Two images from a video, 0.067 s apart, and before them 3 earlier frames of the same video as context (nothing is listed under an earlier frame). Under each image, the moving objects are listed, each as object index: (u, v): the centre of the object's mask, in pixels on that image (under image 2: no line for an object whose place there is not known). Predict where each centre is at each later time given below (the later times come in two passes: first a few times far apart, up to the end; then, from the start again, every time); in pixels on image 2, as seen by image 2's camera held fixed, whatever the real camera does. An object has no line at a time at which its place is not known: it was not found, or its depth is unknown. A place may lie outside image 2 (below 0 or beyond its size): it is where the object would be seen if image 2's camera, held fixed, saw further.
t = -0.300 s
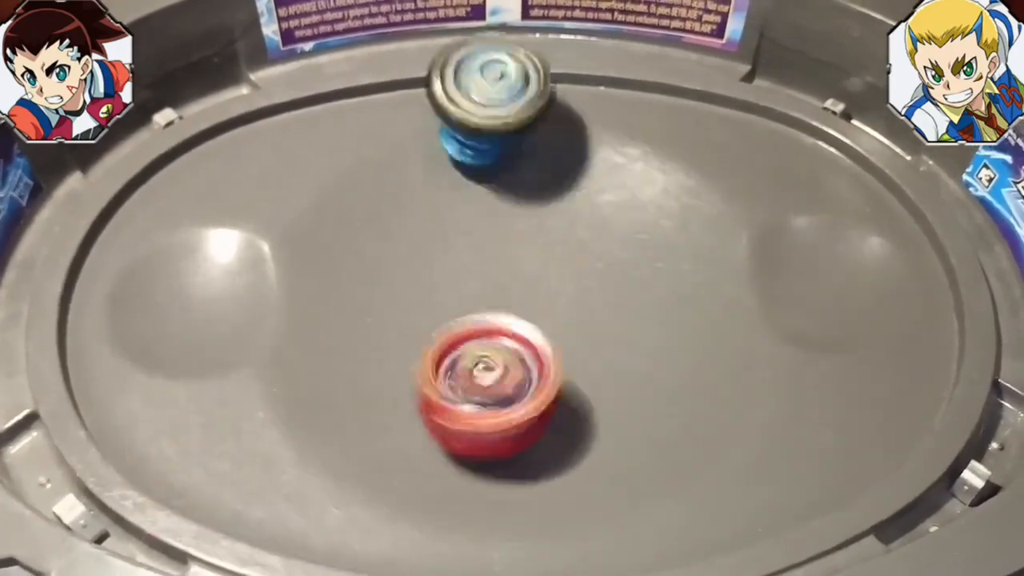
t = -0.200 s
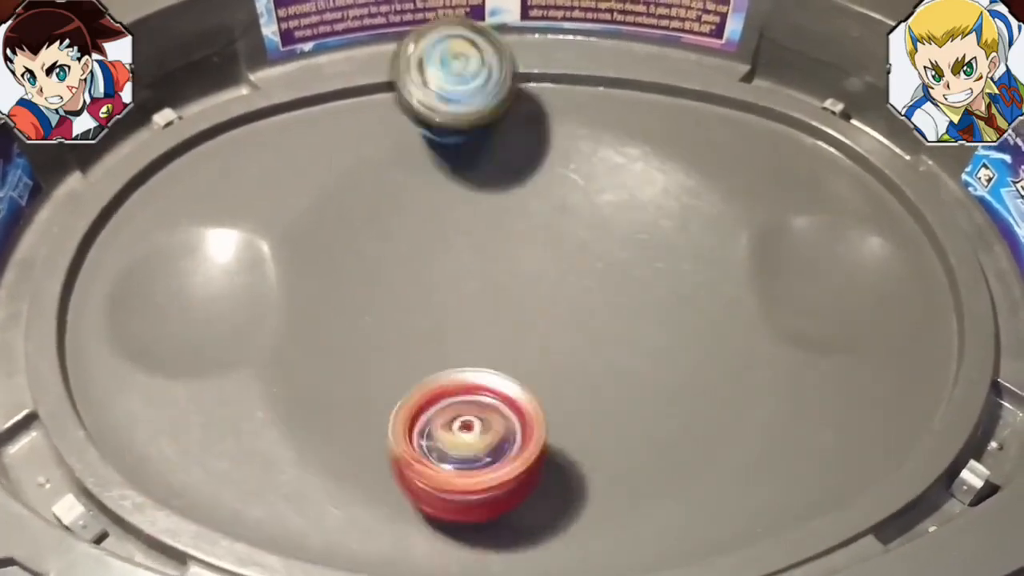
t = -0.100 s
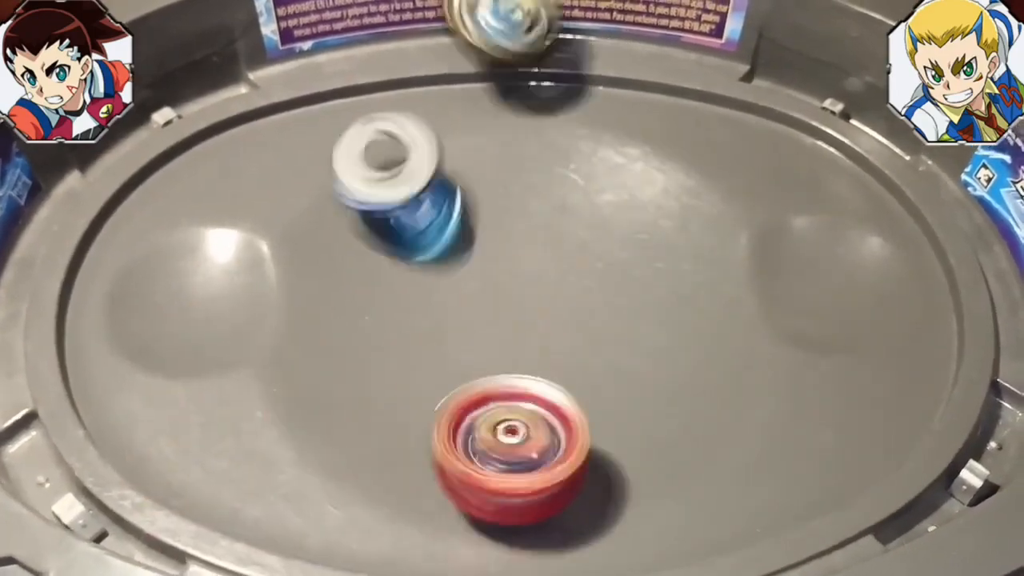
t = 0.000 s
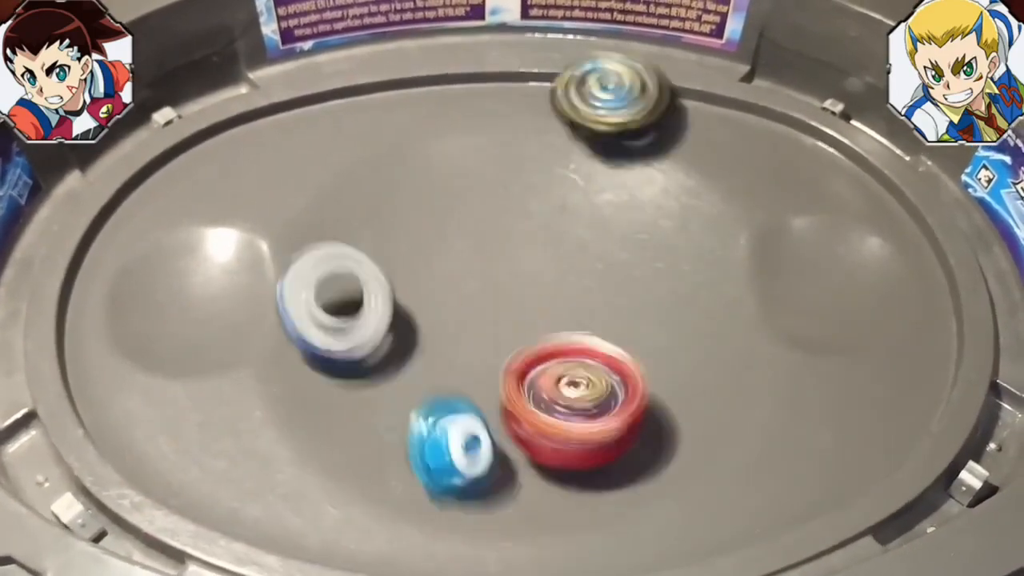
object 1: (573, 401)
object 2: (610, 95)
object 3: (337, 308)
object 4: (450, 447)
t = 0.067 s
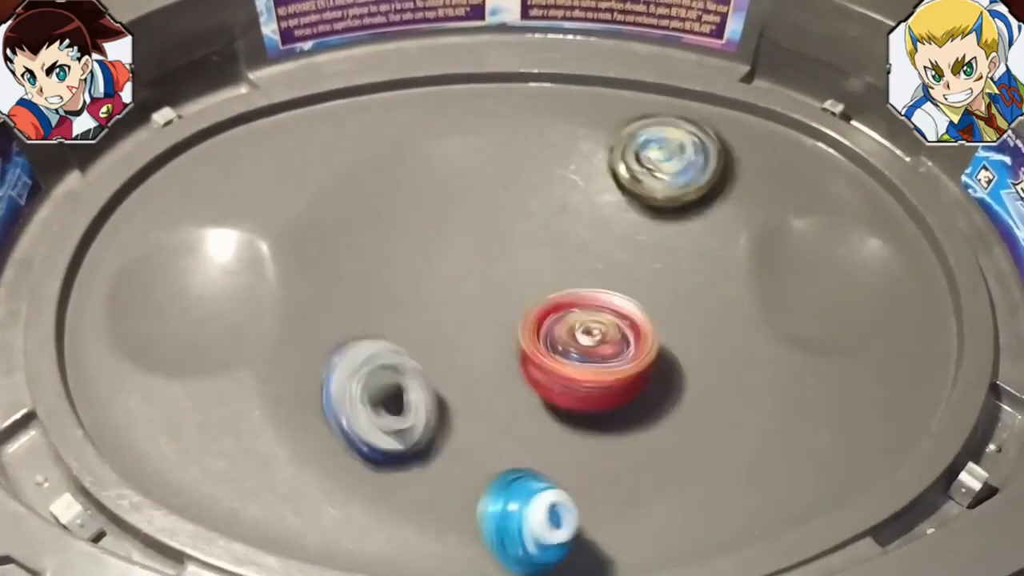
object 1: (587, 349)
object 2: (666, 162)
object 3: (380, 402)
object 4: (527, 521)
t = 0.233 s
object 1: (503, 207)
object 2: (731, 336)
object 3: (609, 409)
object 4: (705, 427)
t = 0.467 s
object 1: (328, 202)
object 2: (609, 469)
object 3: (475, 99)
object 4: (883, 279)
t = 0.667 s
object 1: (385, 373)
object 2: (464, 326)
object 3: (279, 200)
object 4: (709, 217)
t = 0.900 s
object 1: (657, 307)
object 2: (493, 202)
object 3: (162, 374)
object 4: (507, 367)
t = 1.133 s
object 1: (536, 104)
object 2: (504, 249)
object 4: (471, 403)
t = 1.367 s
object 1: (318, 248)
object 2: (509, 277)
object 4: (501, 351)
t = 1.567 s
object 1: (563, 433)
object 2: (519, 275)
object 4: (523, 341)
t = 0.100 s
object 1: (581, 318)
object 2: (694, 188)
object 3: (425, 421)
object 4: (569, 516)
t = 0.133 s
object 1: (569, 285)
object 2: (714, 227)
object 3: (476, 445)
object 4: (609, 523)
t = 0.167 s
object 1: (549, 255)
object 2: (725, 265)
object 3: (530, 438)
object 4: (643, 496)
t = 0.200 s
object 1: (526, 228)
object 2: (729, 301)
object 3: (578, 436)
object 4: (672, 456)
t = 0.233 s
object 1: (503, 207)
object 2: (731, 336)
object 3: (609, 409)
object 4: (705, 427)
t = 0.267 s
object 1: (475, 188)
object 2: (711, 364)
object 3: (616, 370)
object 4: (775, 381)
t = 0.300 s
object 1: (446, 174)
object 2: (727, 399)
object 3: (609, 330)
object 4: (822, 358)
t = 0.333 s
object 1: (417, 167)
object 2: (720, 421)
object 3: (592, 281)
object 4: (875, 344)
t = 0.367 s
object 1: (390, 166)
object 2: (701, 440)
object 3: (569, 231)
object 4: (911, 344)
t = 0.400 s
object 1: (367, 172)
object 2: (678, 454)
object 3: (536, 191)
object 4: (915, 335)
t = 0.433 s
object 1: (346, 183)
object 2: (648, 467)
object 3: (508, 135)
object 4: (909, 299)
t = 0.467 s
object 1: (328, 202)
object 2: (609, 469)
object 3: (475, 99)
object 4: (883, 279)
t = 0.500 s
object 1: (315, 227)
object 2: (566, 462)
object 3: (445, 85)
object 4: (850, 257)
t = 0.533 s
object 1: (308, 256)
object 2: (526, 448)
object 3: (410, 108)
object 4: (817, 229)
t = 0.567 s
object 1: (311, 285)
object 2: (489, 428)
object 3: (384, 124)
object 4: (786, 218)
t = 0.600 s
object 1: (324, 319)
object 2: (458, 401)
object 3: (351, 146)
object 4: (760, 211)
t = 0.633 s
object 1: (351, 351)
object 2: (455, 373)
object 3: (313, 176)
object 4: (738, 212)
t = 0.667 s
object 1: (385, 373)
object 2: (464, 326)
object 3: (279, 200)
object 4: (709, 217)
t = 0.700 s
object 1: (423, 403)
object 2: (452, 304)
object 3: (250, 243)
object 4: (673, 228)
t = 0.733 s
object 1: (471, 414)
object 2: (463, 288)
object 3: (214, 287)
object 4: (631, 243)
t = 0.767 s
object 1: (518, 412)
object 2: (480, 264)
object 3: (183, 327)
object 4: (590, 259)
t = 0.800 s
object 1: (565, 398)
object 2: (486, 238)
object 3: (158, 349)
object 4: (563, 278)
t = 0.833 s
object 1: (608, 377)
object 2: (488, 218)
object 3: (140, 364)
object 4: (541, 305)
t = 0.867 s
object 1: (637, 346)
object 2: (490, 205)
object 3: (137, 373)
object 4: (525, 342)
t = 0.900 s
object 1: (657, 307)
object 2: (493, 202)
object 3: (162, 374)
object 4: (507, 367)
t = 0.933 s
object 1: (667, 274)
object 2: (494, 203)
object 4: (491, 389)
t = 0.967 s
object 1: (666, 233)
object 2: (495, 208)
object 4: (479, 403)
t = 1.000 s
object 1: (654, 197)
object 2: (496, 214)
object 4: (472, 411)
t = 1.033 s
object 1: (636, 166)
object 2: (498, 222)
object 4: (471, 415)
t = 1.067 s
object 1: (608, 138)
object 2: (500, 230)
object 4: (473, 415)
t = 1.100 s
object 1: (575, 117)
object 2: (502, 239)
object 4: (472, 410)
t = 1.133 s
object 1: (536, 104)
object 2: (504, 249)
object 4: (471, 403)
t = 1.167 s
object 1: (494, 97)
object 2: (505, 258)
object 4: (475, 393)
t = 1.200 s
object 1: (451, 99)
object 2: (506, 266)
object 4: (482, 388)
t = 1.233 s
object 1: (408, 110)
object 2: (507, 271)
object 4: (485, 382)
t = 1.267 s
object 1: (373, 128)
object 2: (507, 276)
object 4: (486, 375)
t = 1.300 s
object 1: (341, 159)
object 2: (508, 279)
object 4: (490, 366)
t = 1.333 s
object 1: (322, 201)
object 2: (508, 279)
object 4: (496, 357)
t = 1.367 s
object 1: (318, 248)
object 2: (509, 277)
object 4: (501, 351)
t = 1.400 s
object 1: (327, 297)
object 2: (510, 277)
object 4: (503, 350)
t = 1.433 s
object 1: (351, 343)
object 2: (511, 277)
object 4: (509, 354)
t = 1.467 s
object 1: (392, 384)
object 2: (515, 275)
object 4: (517, 355)
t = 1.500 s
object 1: (444, 414)
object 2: (518, 275)
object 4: (527, 351)
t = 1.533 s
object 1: (507, 430)
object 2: (519, 275)
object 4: (528, 339)
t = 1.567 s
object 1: (563, 433)
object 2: (519, 275)
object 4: (523, 341)
